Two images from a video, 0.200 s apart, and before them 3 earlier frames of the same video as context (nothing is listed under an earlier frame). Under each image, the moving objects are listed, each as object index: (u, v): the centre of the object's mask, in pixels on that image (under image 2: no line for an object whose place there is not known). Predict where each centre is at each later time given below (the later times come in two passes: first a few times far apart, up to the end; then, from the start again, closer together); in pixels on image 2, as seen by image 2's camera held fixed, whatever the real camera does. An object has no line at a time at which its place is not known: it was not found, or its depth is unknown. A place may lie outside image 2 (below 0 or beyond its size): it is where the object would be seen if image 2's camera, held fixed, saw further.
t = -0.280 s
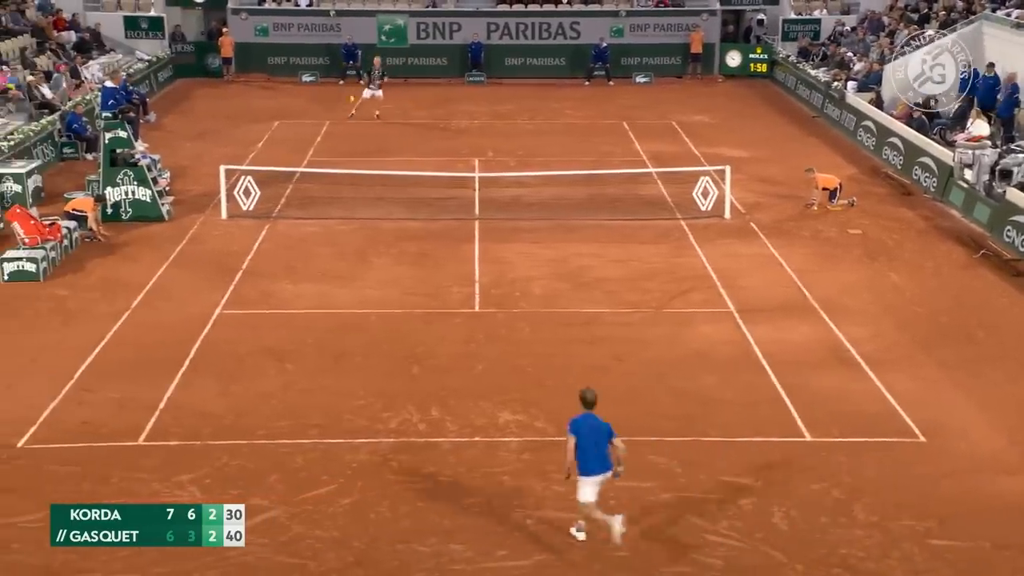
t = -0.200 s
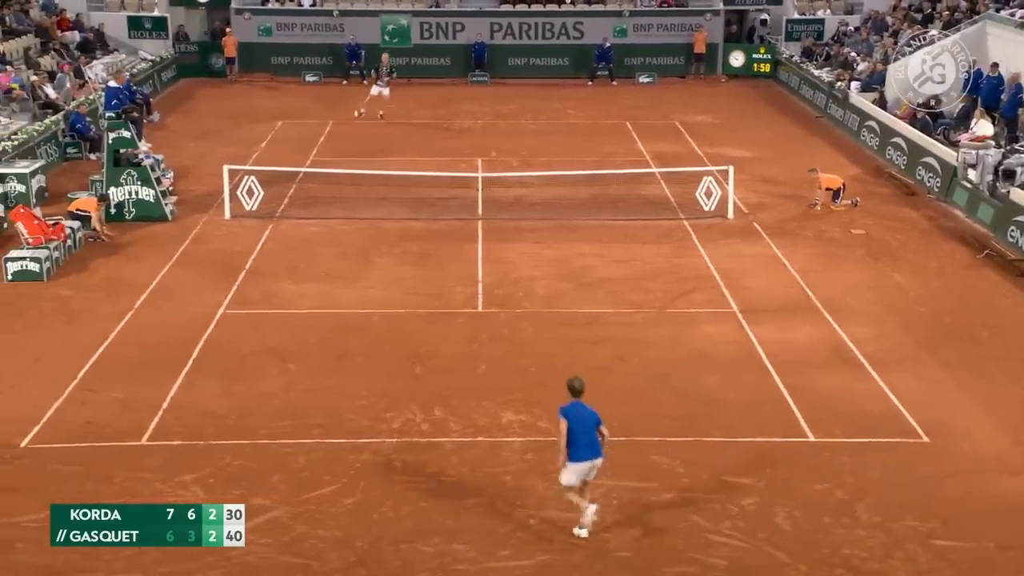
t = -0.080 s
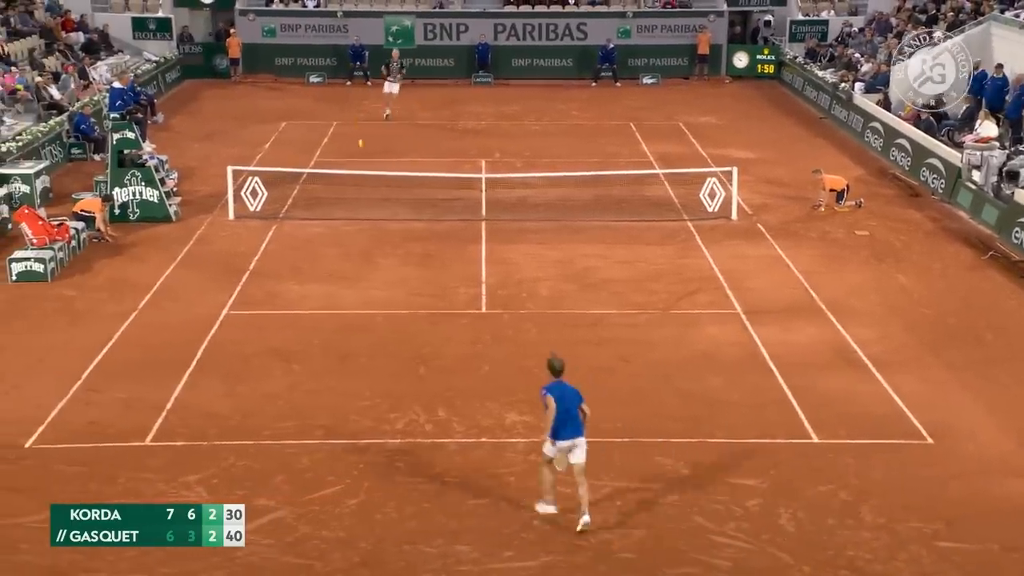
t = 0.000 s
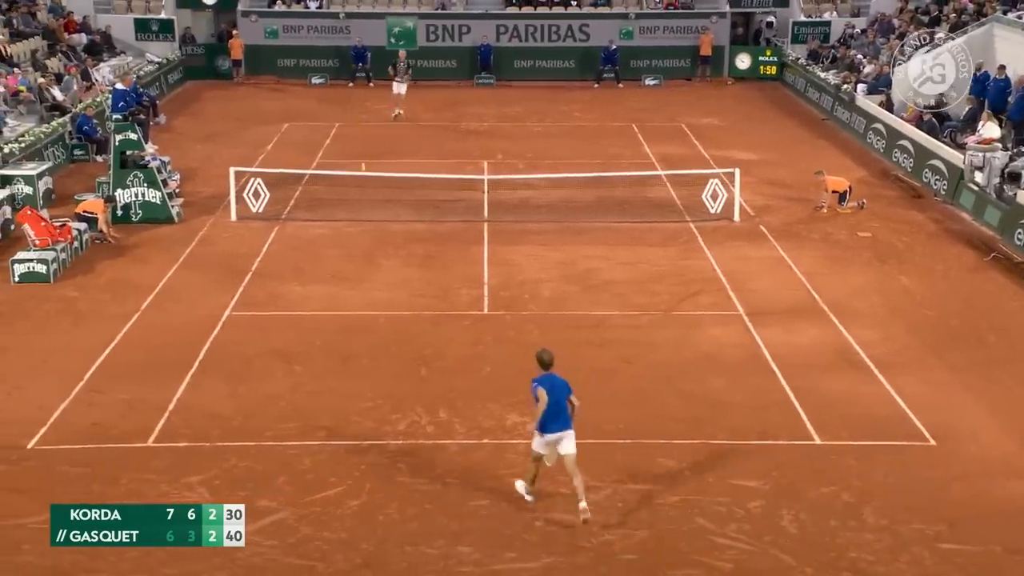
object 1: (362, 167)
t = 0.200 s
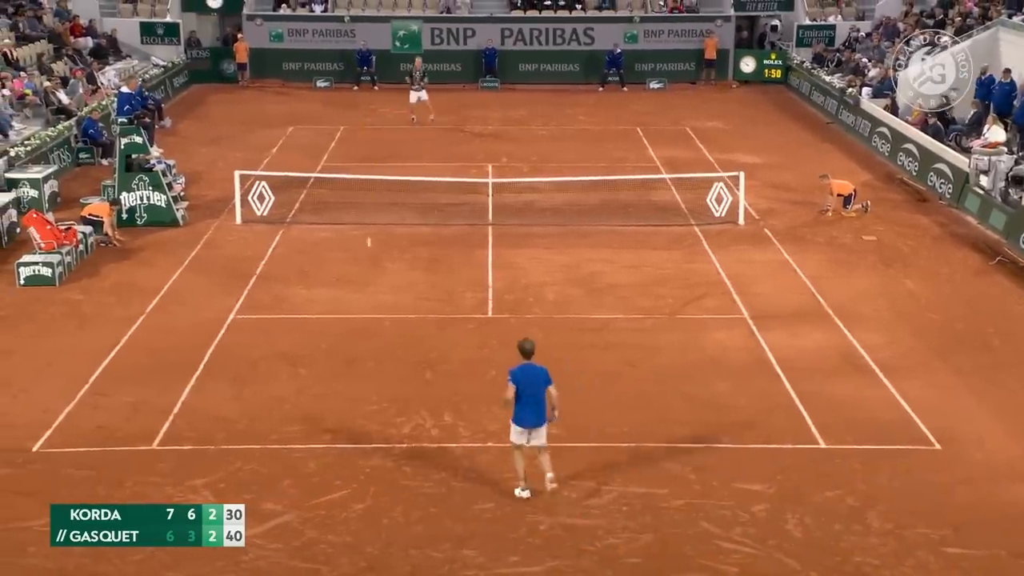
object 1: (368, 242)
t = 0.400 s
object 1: (362, 231)
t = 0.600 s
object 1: (355, 225)
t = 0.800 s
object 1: (348, 241)
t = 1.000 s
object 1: (342, 280)
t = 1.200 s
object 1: (334, 286)
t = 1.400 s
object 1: (326, 284)
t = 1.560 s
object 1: (319, 301)
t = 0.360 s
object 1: (364, 235)
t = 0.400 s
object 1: (362, 231)
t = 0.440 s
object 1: (361, 228)
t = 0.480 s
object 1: (359, 226)
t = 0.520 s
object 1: (358, 224)
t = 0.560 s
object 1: (356, 224)
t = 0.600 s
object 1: (355, 225)
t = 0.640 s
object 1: (354, 226)
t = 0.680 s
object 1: (352, 228)
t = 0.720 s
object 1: (351, 232)
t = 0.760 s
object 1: (349, 236)
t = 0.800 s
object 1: (348, 241)
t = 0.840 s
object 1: (347, 247)
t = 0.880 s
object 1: (344, 253)
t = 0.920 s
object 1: (343, 261)
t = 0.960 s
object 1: (343, 270)
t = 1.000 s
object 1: (342, 280)
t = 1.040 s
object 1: (341, 291)
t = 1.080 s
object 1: (340, 297)
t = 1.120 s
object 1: (338, 293)
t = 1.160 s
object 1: (336, 288)
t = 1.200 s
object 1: (334, 286)
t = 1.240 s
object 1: (333, 283)
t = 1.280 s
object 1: (331, 282)
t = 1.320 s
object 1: (330, 282)
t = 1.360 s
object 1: (328, 283)
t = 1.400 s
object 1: (326, 284)
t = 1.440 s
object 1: (325, 288)
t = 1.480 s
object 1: (322, 291)
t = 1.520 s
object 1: (321, 295)
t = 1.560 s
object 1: (319, 301)
